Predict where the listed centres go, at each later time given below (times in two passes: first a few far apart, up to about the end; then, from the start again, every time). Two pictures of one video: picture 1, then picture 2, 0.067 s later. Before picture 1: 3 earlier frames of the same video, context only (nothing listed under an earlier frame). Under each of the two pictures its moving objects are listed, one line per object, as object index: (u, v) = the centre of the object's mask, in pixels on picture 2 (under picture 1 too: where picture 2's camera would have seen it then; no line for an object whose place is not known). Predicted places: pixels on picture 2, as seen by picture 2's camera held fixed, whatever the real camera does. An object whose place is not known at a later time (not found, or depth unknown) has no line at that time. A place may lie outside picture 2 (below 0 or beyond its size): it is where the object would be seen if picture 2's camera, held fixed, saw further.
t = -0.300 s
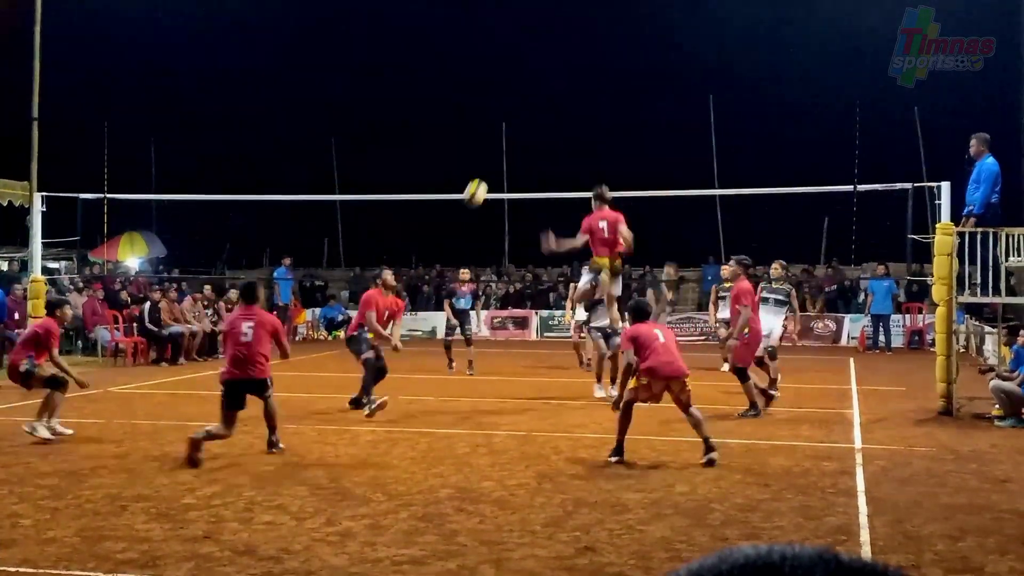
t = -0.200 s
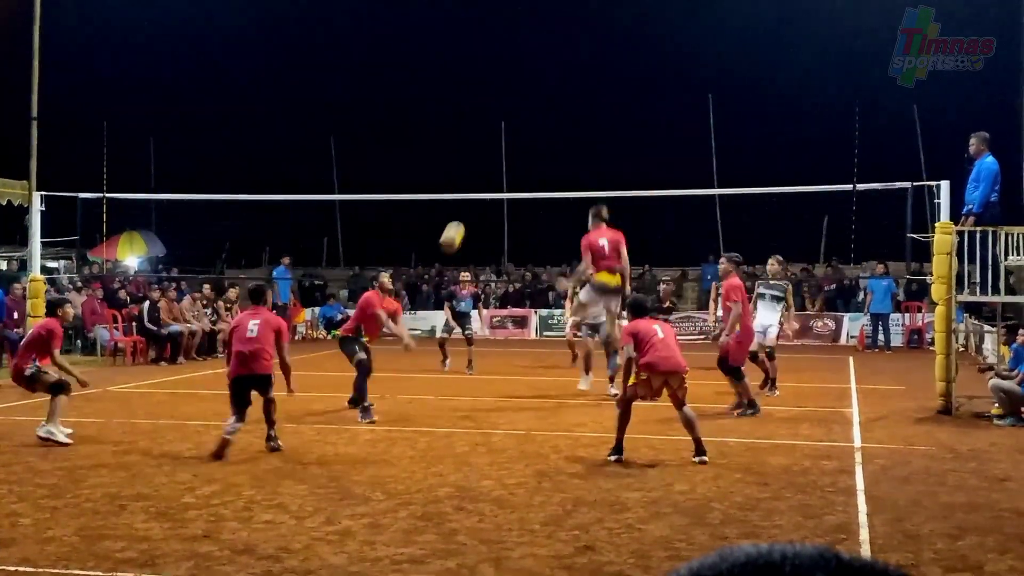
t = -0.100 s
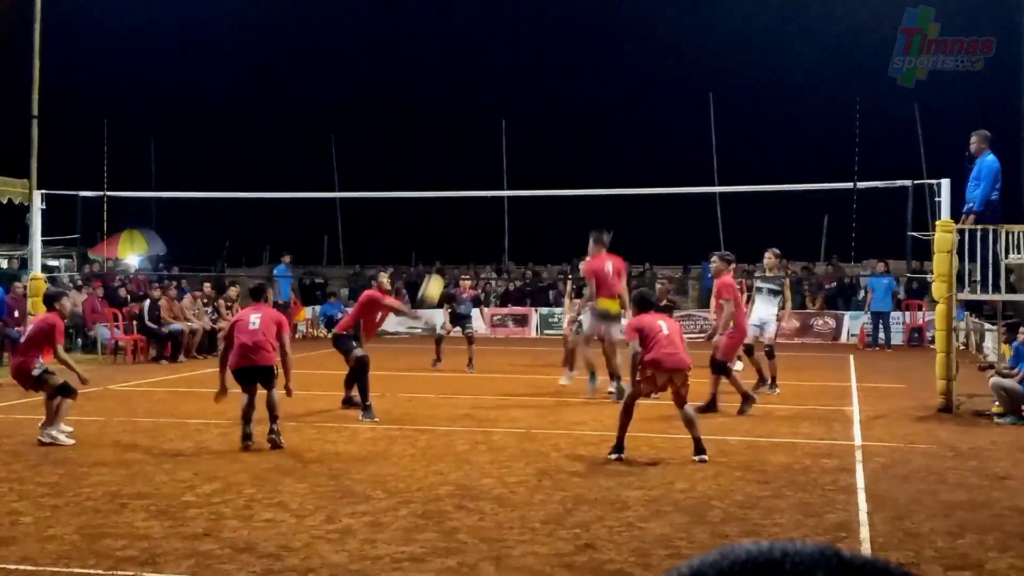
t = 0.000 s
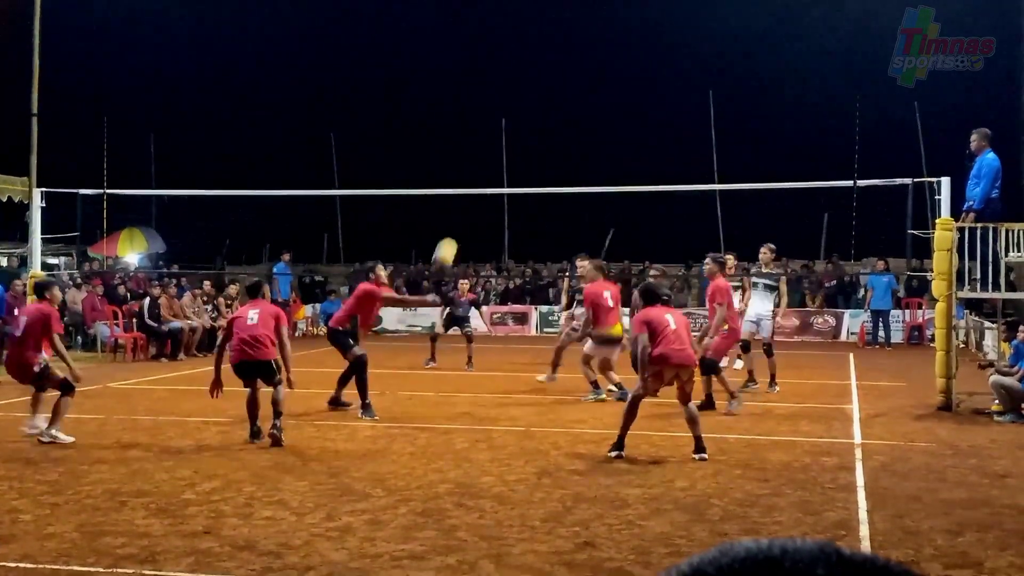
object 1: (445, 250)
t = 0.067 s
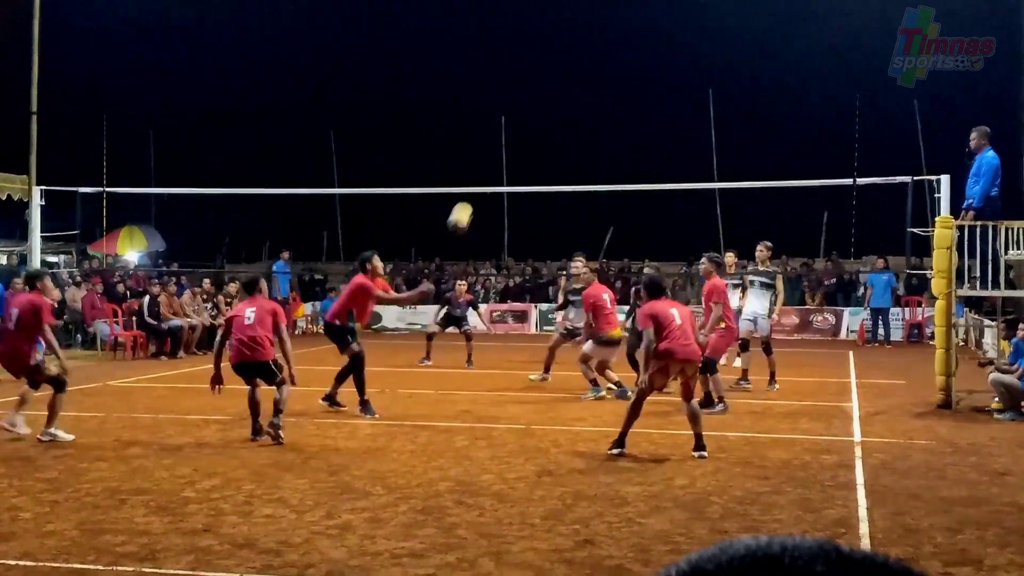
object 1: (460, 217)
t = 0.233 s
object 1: (498, 153)
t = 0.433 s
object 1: (543, 111)
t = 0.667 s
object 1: (593, 112)
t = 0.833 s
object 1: (627, 145)
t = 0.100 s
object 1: (468, 202)
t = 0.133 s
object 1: (476, 187)
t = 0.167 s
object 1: (483, 175)
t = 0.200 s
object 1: (491, 163)
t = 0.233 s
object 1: (498, 153)
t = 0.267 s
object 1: (506, 143)
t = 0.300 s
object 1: (514, 134)
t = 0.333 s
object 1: (521, 126)
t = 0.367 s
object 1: (528, 120)
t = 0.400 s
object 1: (536, 115)
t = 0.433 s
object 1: (543, 111)
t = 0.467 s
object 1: (551, 108)
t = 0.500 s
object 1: (558, 106)
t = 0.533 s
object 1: (565, 105)
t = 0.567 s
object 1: (572, 105)
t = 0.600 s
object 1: (579, 106)
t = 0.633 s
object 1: (586, 109)
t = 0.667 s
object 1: (593, 112)
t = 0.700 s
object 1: (600, 117)
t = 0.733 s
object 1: (607, 122)
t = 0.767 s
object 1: (614, 129)
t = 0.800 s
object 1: (621, 137)
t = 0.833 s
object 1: (627, 145)
